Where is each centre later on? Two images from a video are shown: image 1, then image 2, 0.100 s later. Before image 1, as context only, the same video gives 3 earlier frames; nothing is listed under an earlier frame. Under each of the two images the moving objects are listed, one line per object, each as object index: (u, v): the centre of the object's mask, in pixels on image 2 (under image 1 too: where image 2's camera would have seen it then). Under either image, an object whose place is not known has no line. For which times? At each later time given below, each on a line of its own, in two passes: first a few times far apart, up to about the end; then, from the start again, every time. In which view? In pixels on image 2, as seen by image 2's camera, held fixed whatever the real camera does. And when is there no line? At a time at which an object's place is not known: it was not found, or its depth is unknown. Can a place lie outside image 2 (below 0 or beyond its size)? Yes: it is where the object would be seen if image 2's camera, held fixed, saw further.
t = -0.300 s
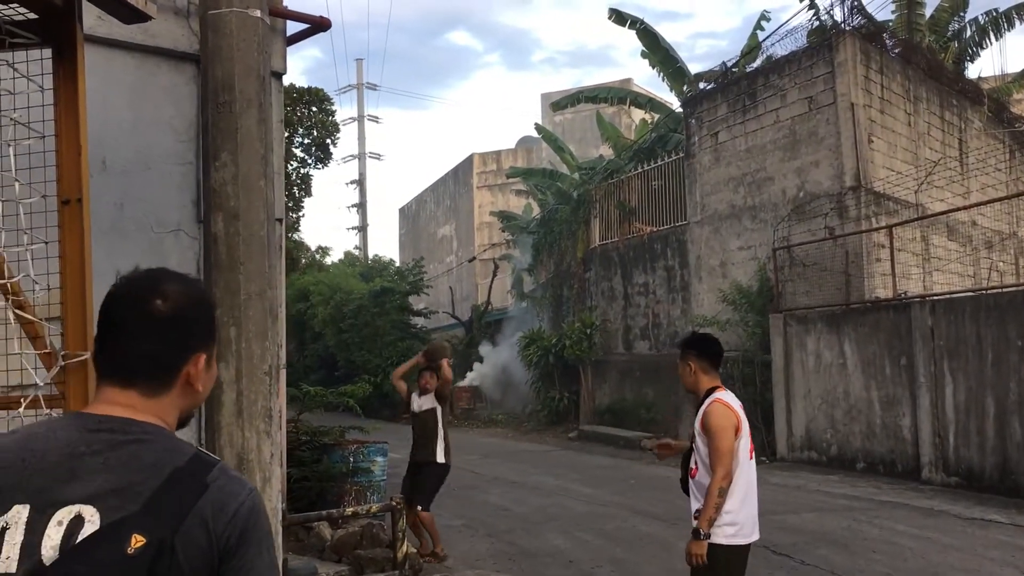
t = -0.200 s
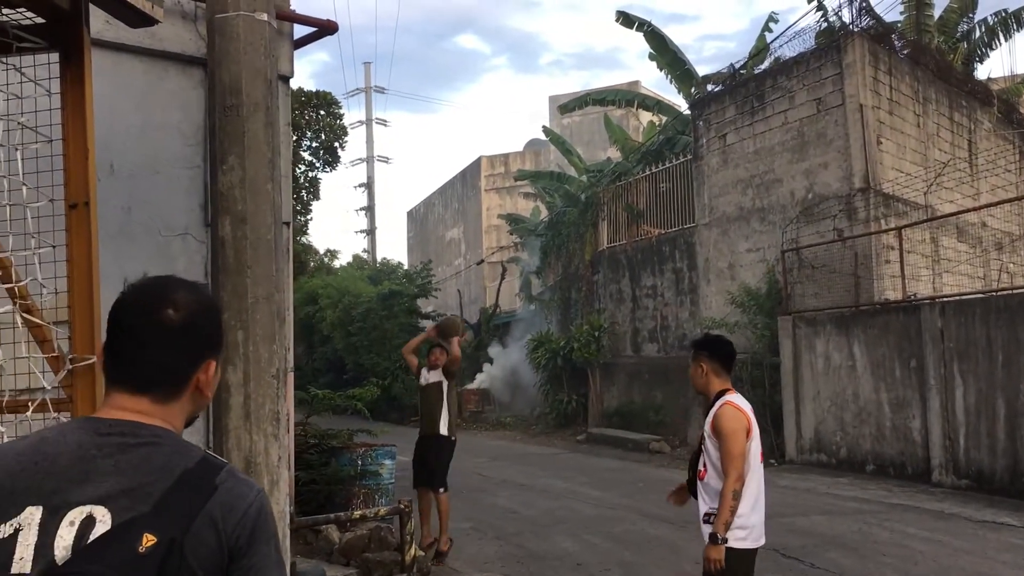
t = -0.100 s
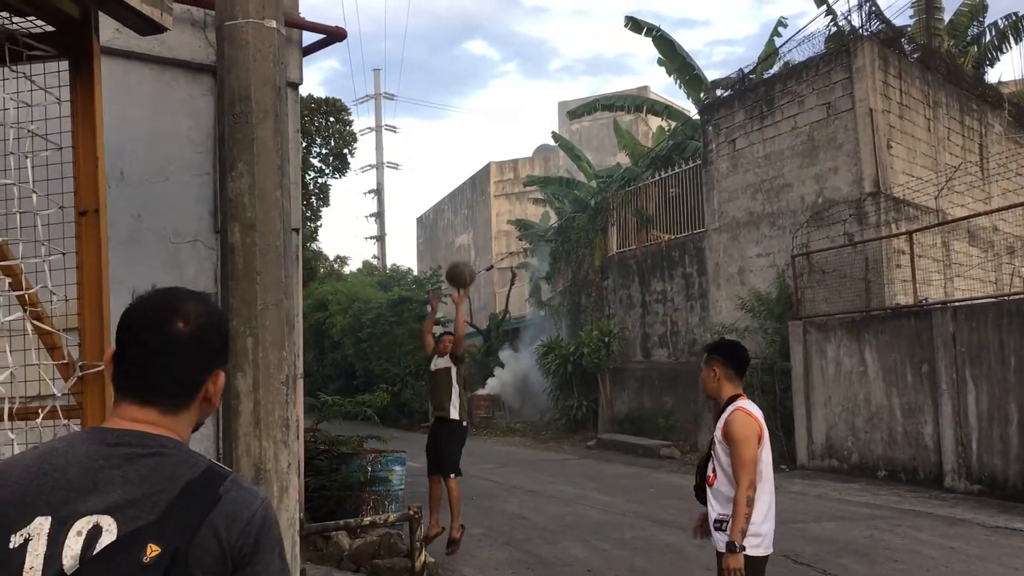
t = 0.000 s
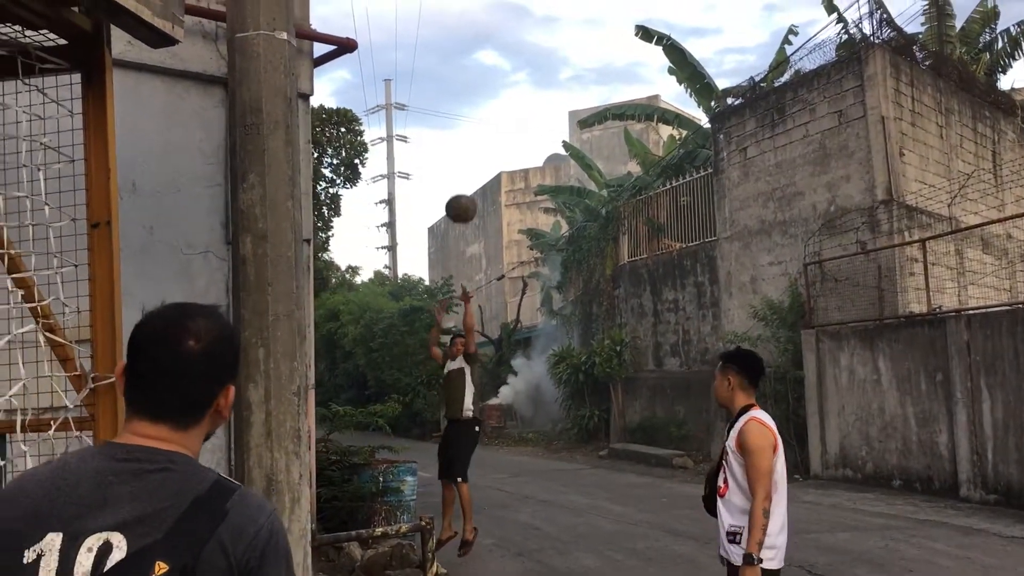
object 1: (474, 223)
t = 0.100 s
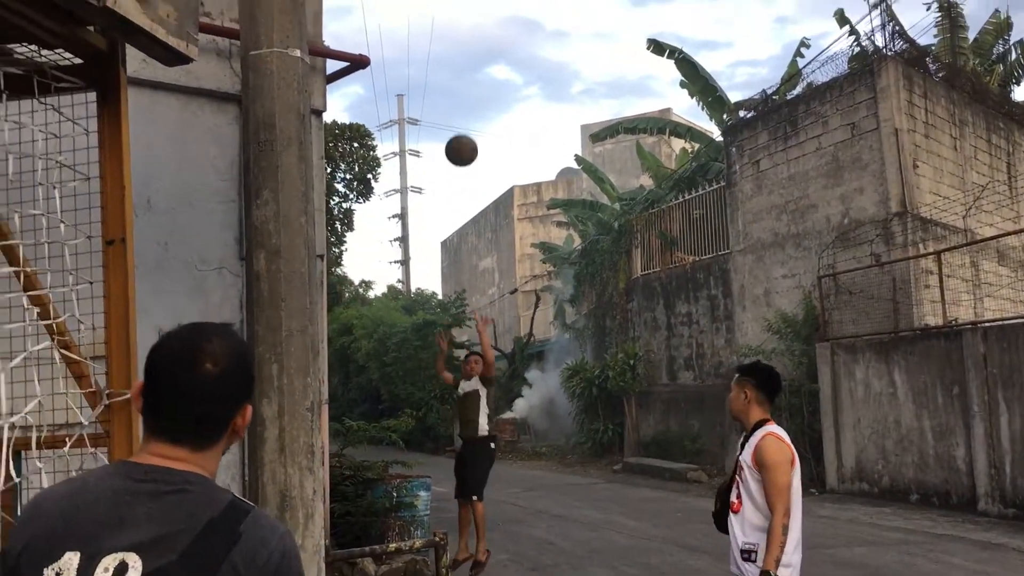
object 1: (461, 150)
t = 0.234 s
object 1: (444, 61)
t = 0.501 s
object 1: (399, -84)
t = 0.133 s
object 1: (457, 127)
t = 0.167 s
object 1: (453, 105)
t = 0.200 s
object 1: (448, 83)
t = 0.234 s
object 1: (444, 61)
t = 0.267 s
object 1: (439, 41)
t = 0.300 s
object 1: (434, 21)
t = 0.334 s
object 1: (429, 1)
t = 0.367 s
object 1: (423, -18)
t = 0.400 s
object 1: (418, -36)
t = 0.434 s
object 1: (412, -53)
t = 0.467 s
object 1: (406, -69)
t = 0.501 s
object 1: (399, -84)
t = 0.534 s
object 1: (392, -98)
